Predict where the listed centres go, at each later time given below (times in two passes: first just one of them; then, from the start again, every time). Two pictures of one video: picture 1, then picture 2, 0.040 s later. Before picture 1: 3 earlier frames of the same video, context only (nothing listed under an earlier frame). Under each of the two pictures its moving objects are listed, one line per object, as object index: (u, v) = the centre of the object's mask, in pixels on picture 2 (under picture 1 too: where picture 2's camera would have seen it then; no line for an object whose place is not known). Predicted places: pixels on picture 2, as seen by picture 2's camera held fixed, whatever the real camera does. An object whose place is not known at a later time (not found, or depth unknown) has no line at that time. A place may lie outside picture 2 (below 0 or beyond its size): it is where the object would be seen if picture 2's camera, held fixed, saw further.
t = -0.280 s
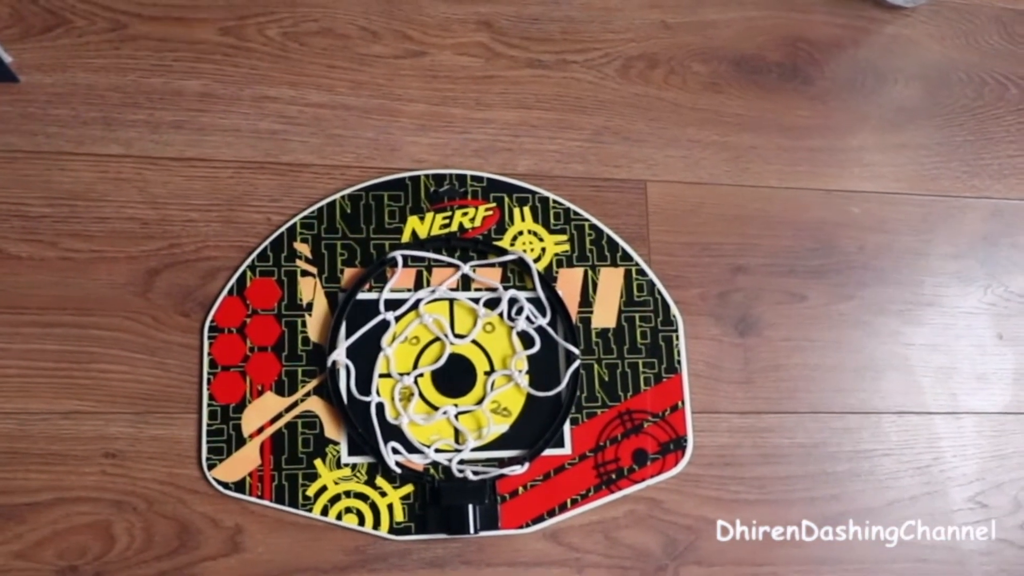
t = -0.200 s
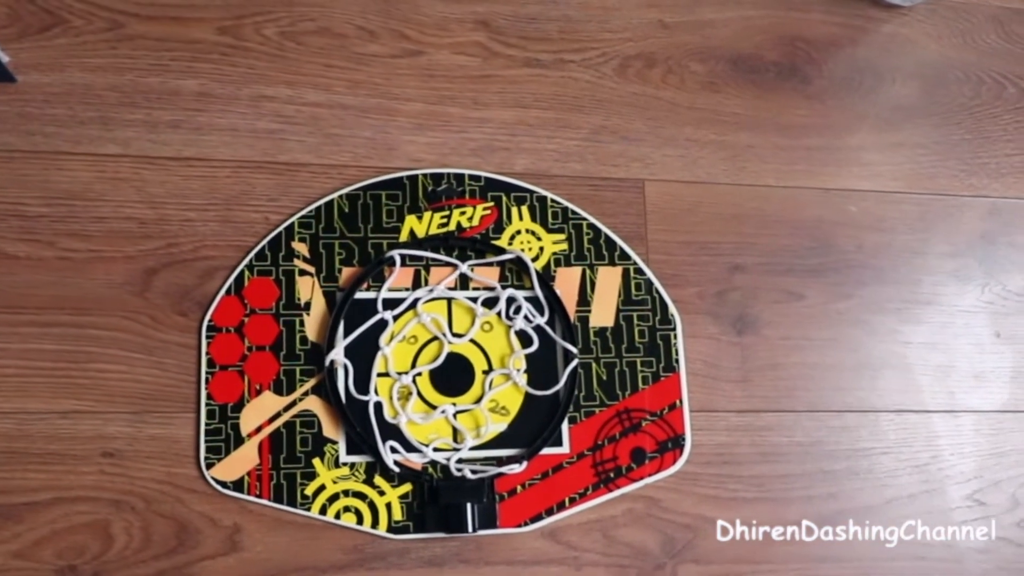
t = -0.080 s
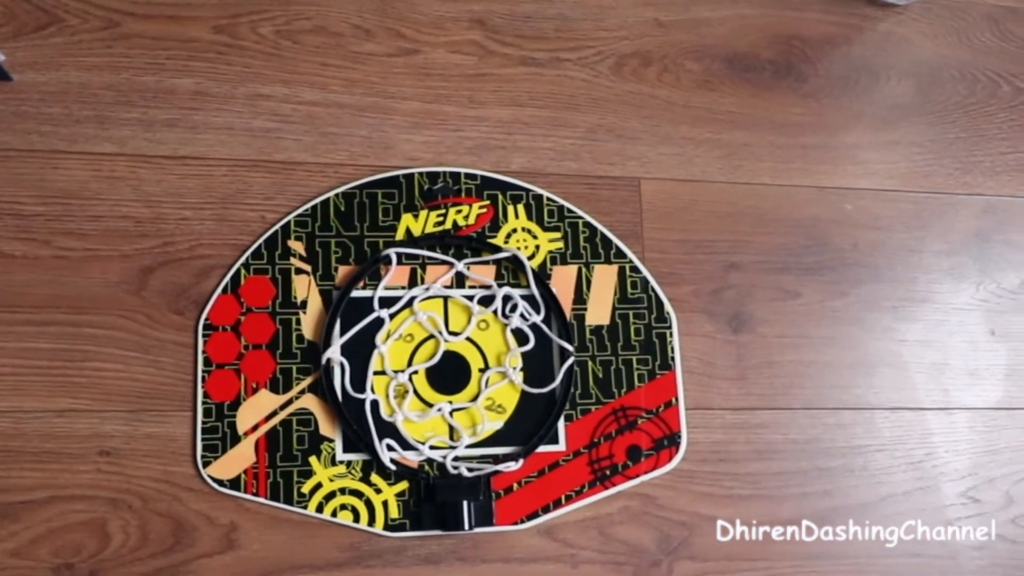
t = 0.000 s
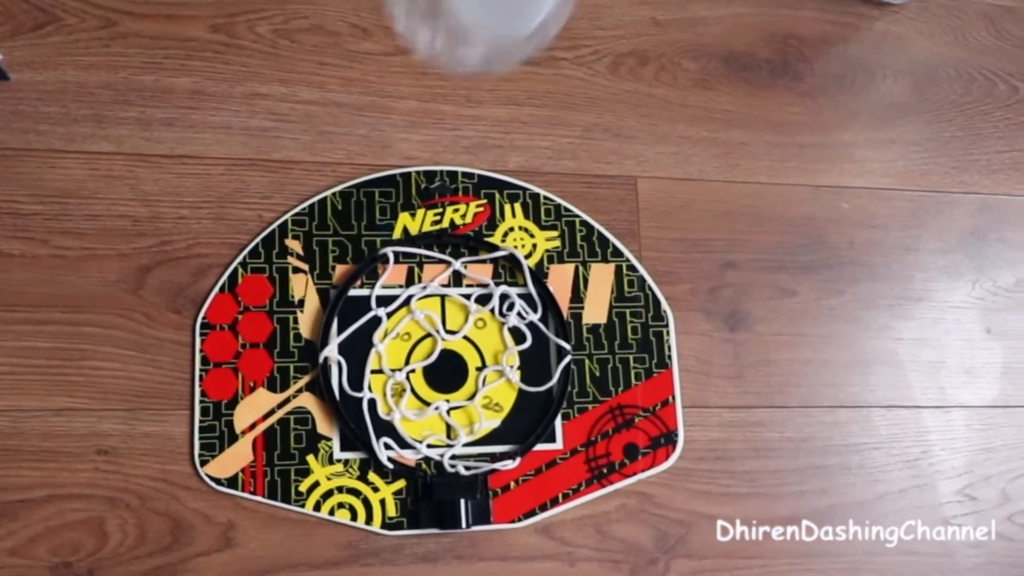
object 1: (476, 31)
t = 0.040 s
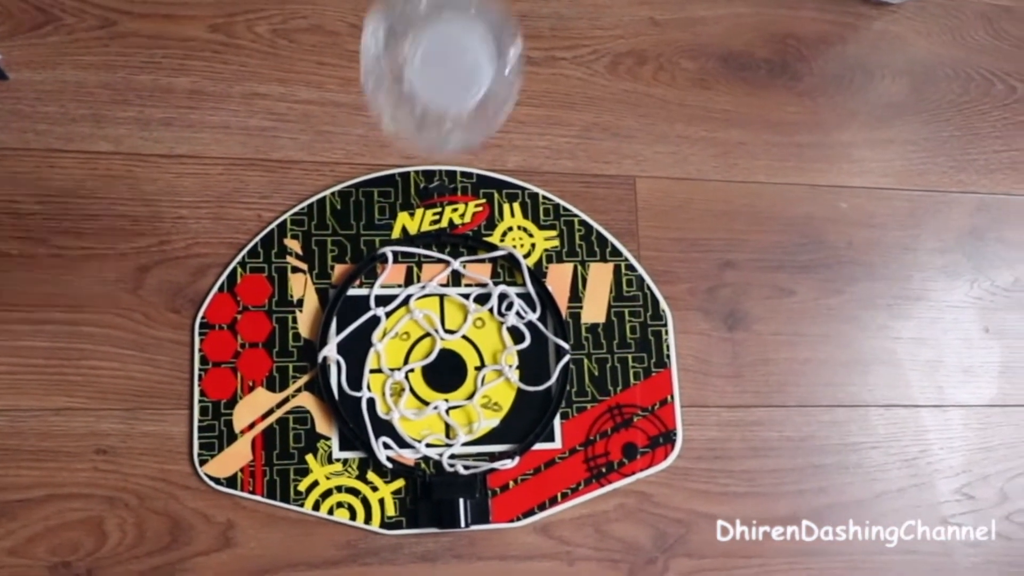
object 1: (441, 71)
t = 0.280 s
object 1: (349, 174)
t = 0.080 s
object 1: (416, 159)
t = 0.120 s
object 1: (402, 201)
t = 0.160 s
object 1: (386, 190)
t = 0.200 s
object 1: (375, 178)
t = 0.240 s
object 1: (364, 173)
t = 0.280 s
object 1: (349, 174)
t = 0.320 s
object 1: (335, 176)
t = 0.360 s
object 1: (317, 179)
